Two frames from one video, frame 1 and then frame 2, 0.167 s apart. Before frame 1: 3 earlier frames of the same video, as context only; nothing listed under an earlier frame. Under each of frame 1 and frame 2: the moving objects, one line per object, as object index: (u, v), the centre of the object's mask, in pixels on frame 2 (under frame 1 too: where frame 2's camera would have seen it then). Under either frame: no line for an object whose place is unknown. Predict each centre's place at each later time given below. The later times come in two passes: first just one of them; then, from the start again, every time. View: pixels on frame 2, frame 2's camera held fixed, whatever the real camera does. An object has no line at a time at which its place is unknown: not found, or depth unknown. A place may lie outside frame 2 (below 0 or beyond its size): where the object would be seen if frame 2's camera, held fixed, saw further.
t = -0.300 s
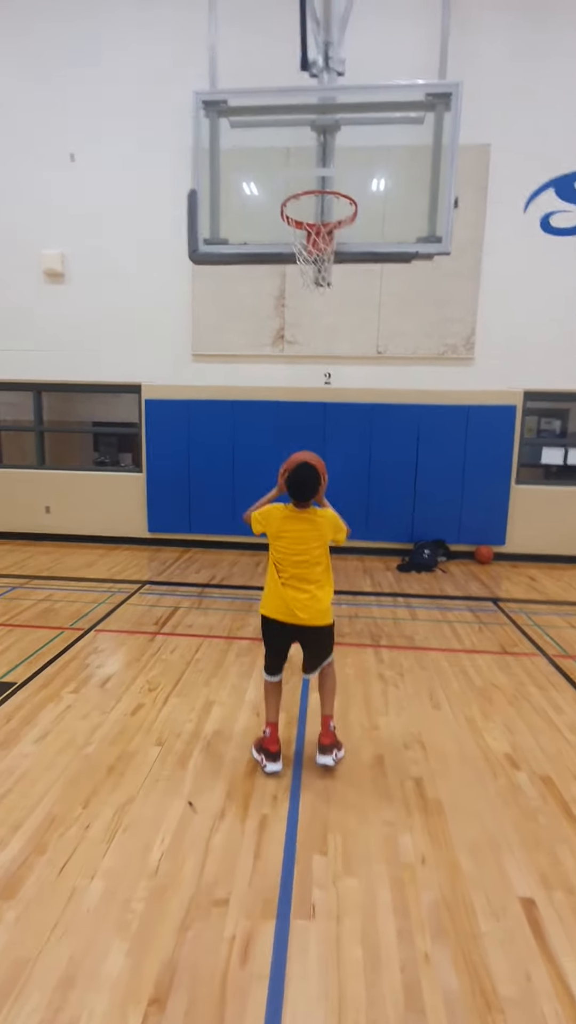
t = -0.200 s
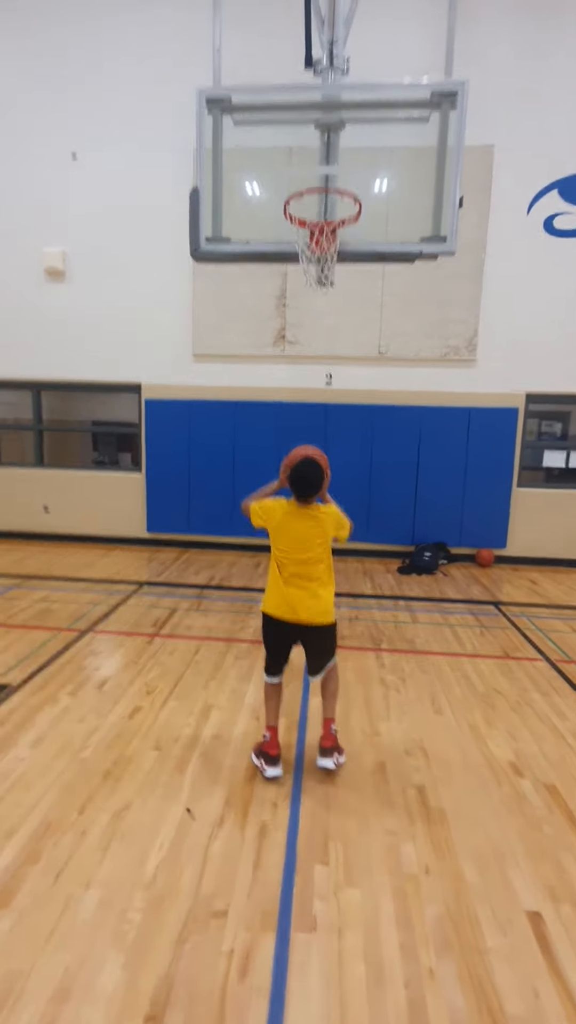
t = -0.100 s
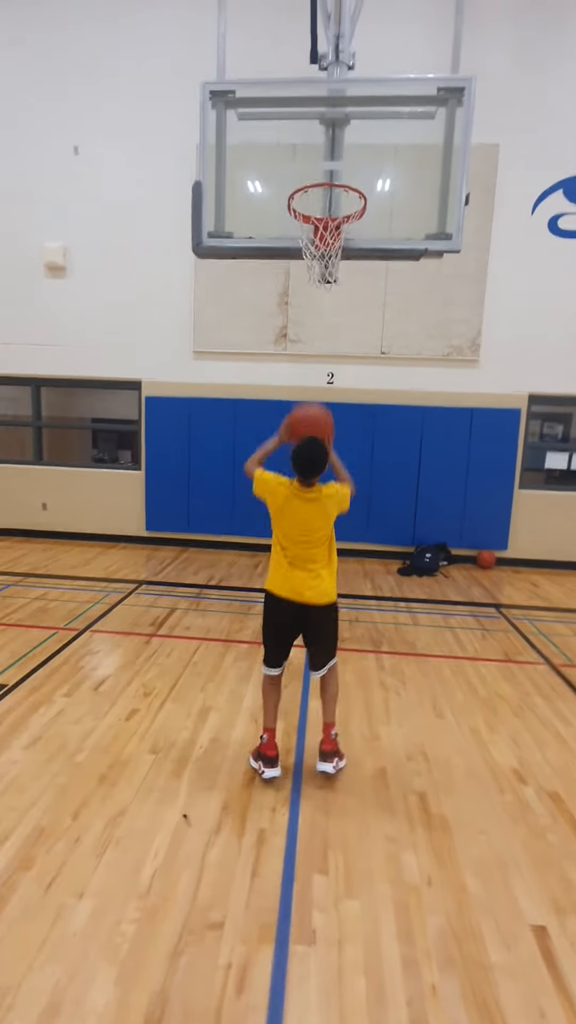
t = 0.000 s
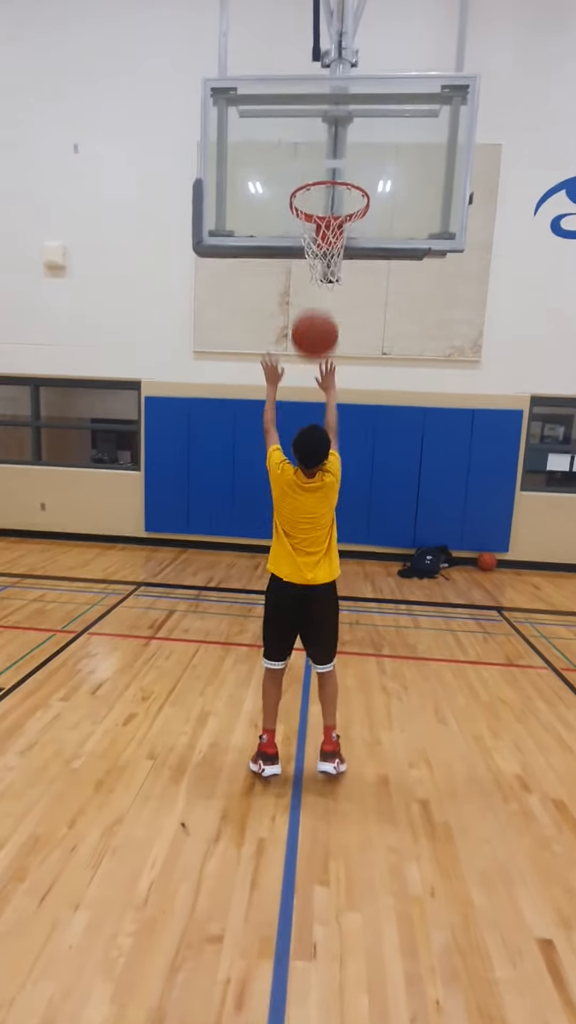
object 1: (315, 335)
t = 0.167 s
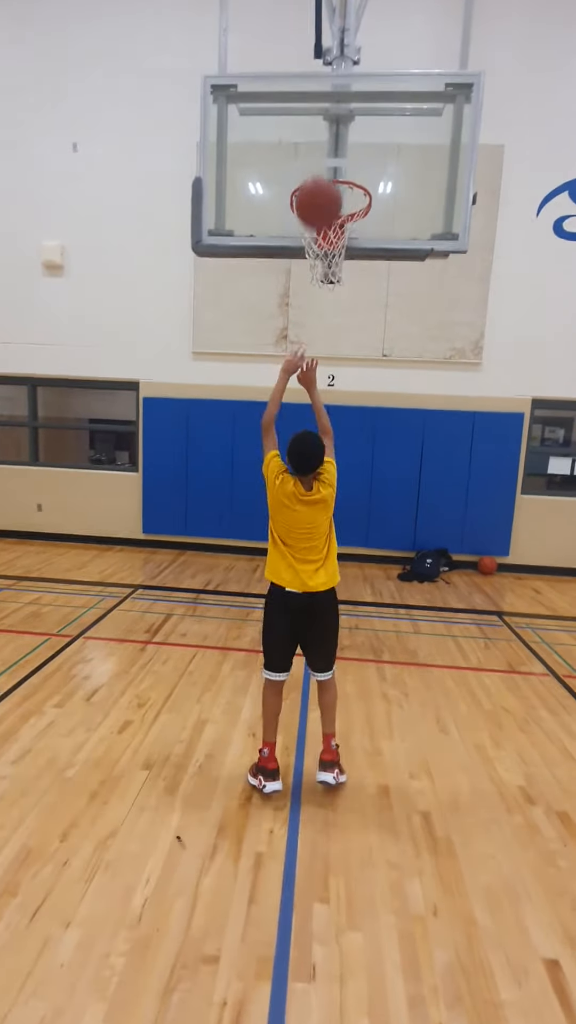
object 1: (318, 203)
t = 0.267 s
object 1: (318, 155)
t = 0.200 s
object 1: (319, 184)
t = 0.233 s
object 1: (318, 168)
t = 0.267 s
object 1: (318, 155)
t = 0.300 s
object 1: (318, 144)
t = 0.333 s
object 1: (317, 136)
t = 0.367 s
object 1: (317, 130)
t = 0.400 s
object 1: (317, 125)
